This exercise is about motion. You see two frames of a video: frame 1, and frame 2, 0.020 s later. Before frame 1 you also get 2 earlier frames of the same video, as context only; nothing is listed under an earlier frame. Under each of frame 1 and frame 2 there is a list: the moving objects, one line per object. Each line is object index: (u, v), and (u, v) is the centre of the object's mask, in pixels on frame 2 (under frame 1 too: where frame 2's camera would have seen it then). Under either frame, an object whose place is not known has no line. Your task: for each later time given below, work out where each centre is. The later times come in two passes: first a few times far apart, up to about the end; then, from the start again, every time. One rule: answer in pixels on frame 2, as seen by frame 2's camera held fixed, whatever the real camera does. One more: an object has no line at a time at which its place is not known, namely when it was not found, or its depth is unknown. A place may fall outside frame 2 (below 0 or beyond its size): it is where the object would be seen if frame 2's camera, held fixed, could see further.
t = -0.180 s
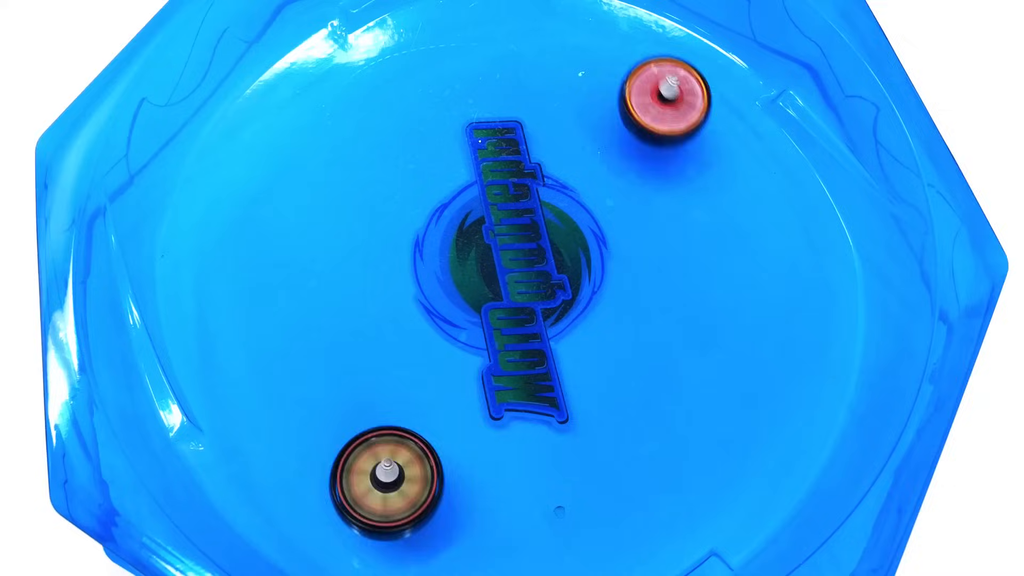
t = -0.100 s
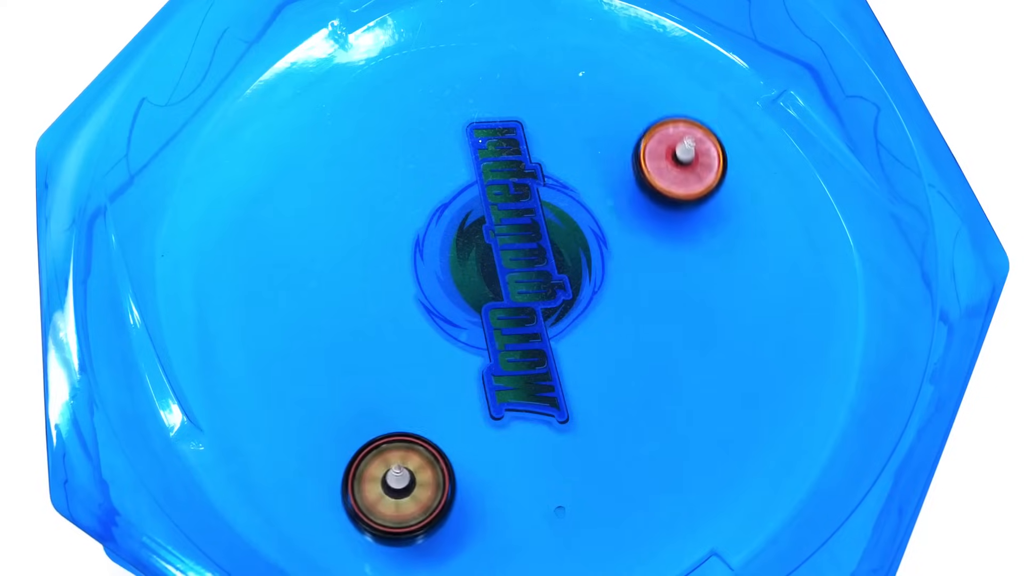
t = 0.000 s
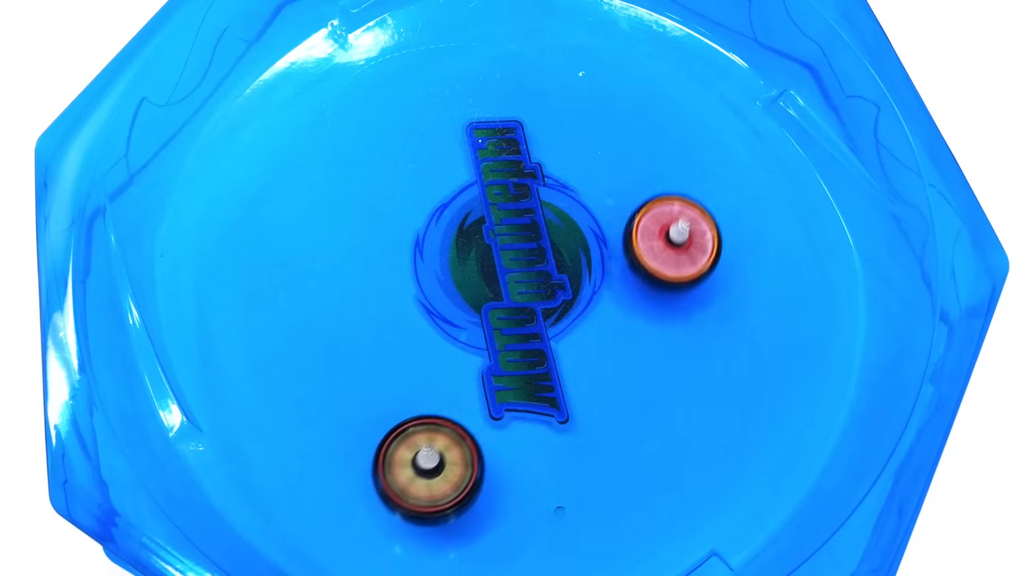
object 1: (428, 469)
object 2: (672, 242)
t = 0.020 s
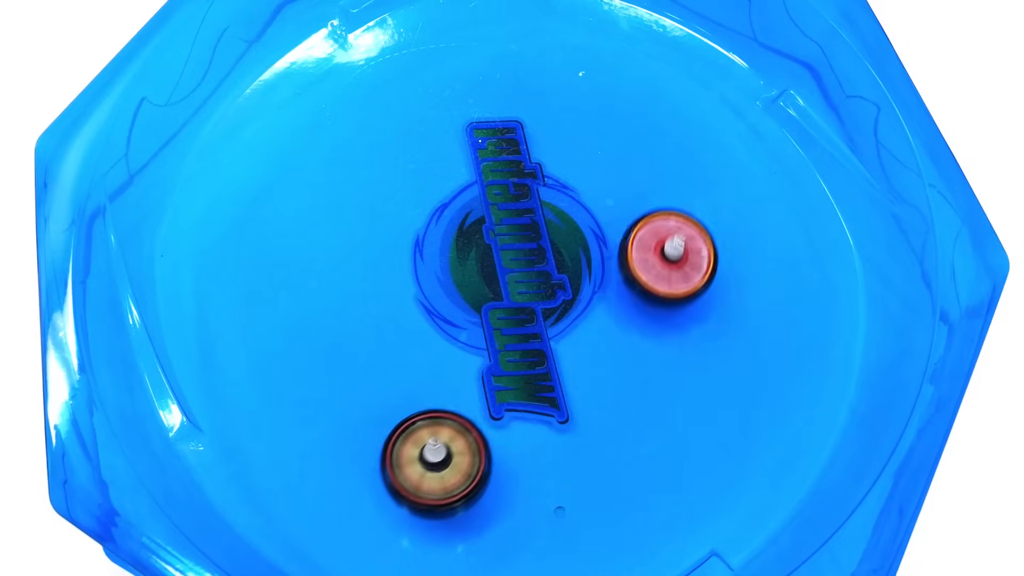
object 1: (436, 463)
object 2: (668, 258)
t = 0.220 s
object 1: (427, 425)
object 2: (669, 348)
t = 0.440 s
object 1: (242, 327)
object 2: (782, 235)
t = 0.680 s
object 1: (331, 186)
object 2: (638, 243)
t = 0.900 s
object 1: (414, 130)
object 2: (548, 215)
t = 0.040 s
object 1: (443, 456)
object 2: (663, 272)
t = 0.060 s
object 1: (452, 449)
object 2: (657, 287)
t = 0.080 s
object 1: (460, 442)
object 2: (651, 301)
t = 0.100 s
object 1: (468, 435)
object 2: (644, 315)
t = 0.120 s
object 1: (477, 427)
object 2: (636, 328)
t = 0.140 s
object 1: (484, 420)
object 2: (628, 342)
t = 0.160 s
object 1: (492, 412)
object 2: (620, 354)
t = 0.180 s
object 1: (494, 405)
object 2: (614, 365)
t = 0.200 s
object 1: (477, 409)
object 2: (630, 364)
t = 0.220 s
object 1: (427, 425)
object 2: (669, 348)
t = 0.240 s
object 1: (382, 437)
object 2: (706, 332)
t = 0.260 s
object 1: (339, 447)
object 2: (738, 317)
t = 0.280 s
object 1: (298, 454)
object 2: (768, 302)
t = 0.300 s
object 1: (260, 457)
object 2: (793, 289)
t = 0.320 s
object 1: (235, 452)
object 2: (815, 276)
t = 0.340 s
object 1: (234, 425)
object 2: (832, 263)
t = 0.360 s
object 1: (232, 402)
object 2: (824, 254)
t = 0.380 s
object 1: (231, 381)
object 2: (813, 248)
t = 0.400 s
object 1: (234, 362)
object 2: (803, 242)
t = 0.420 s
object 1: (237, 344)
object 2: (793, 238)
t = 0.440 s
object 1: (242, 327)
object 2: (782, 235)
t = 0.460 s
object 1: (247, 310)
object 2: (769, 234)
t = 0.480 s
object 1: (253, 295)
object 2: (757, 233)
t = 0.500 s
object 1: (260, 280)
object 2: (745, 233)
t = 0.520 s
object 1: (267, 267)
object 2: (732, 233)
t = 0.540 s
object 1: (274, 254)
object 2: (720, 234)
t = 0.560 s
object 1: (282, 242)
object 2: (708, 234)
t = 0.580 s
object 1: (290, 231)
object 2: (695, 236)
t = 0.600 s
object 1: (298, 220)
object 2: (683, 237)
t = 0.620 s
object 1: (306, 211)
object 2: (671, 239)
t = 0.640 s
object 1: (314, 202)
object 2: (660, 241)
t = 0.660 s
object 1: (322, 193)
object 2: (649, 242)
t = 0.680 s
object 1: (331, 186)
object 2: (638, 243)
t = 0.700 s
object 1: (339, 178)
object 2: (628, 242)
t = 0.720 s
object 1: (347, 172)
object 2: (618, 243)
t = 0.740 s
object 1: (355, 166)
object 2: (607, 243)
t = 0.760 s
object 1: (363, 160)
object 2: (599, 242)
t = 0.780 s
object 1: (370, 155)
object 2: (591, 240)
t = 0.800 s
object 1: (378, 150)
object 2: (583, 238)
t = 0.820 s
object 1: (386, 146)
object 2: (575, 235)
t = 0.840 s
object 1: (393, 142)
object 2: (567, 231)
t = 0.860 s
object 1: (400, 137)
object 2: (561, 226)
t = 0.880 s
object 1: (407, 134)
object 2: (555, 221)
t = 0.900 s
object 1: (414, 130)
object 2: (548, 215)
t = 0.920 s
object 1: (421, 126)
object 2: (542, 208)
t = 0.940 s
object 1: (429, 124)
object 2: (536, 201)
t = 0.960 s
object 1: (437, 121)
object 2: (529, 194)
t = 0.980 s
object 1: (445, 119)
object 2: (524, 188)
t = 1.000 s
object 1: (446, 111)
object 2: (526, 184)
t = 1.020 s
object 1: (389, 95)
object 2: (596, 193)
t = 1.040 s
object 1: (323, 77)
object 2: (674, 205)
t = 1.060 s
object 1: (275, 62)
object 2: (751, 217)
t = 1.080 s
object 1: (271, 79)
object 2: (827, 235)
